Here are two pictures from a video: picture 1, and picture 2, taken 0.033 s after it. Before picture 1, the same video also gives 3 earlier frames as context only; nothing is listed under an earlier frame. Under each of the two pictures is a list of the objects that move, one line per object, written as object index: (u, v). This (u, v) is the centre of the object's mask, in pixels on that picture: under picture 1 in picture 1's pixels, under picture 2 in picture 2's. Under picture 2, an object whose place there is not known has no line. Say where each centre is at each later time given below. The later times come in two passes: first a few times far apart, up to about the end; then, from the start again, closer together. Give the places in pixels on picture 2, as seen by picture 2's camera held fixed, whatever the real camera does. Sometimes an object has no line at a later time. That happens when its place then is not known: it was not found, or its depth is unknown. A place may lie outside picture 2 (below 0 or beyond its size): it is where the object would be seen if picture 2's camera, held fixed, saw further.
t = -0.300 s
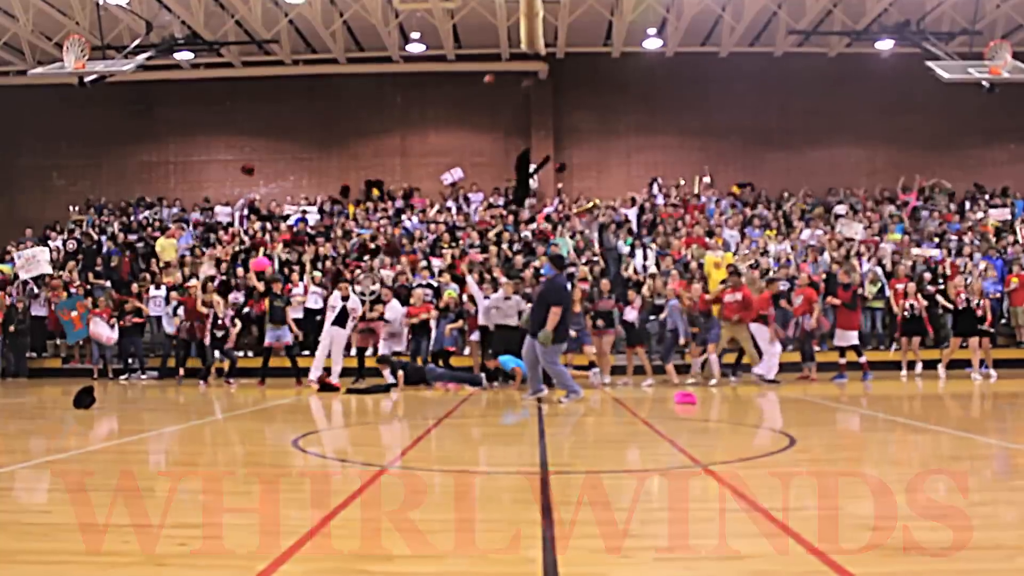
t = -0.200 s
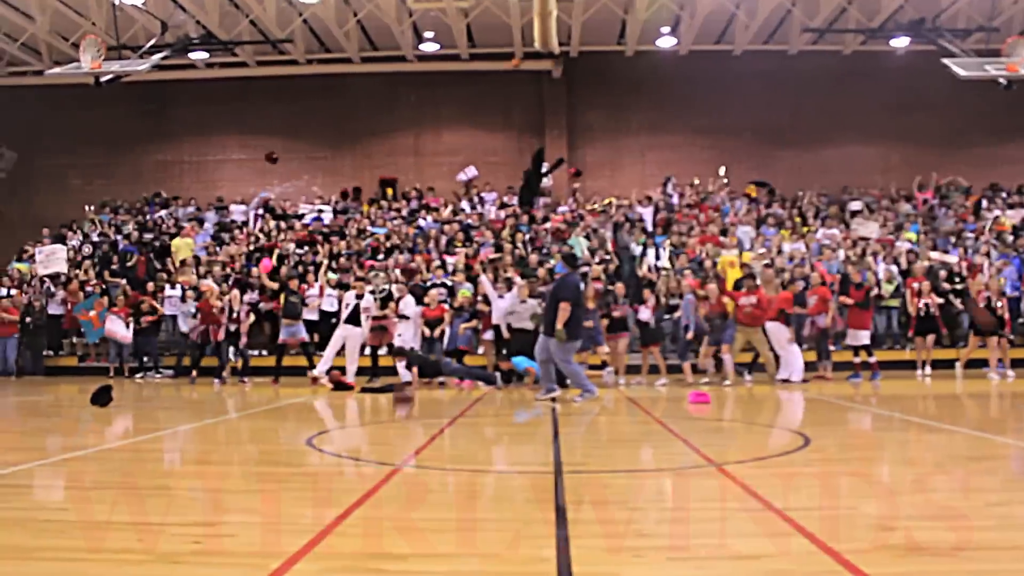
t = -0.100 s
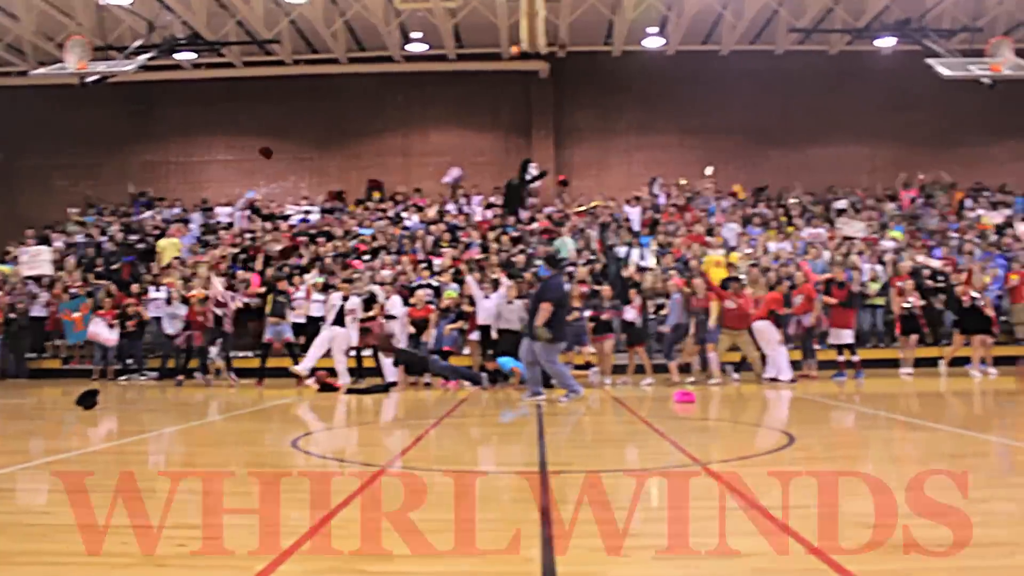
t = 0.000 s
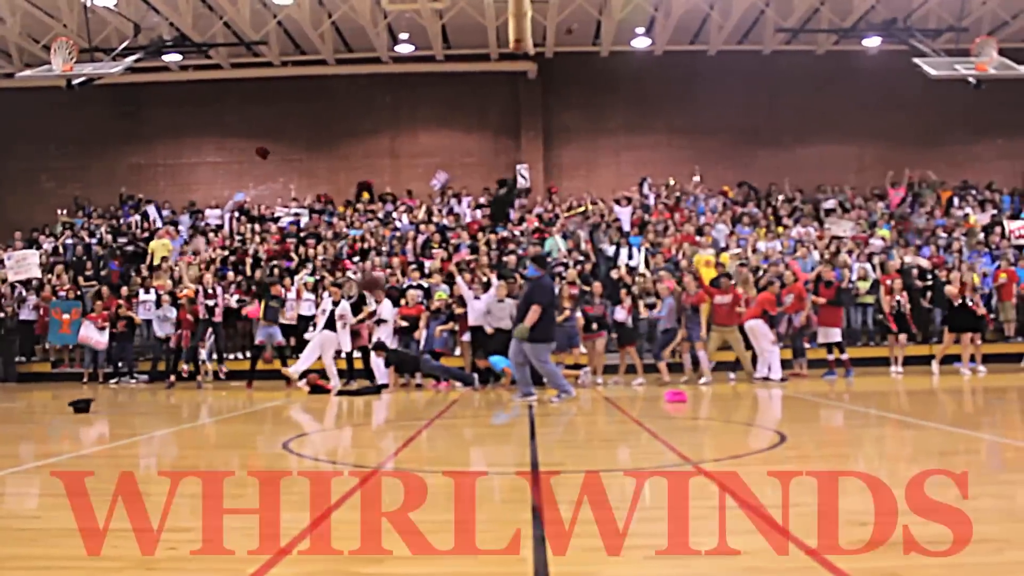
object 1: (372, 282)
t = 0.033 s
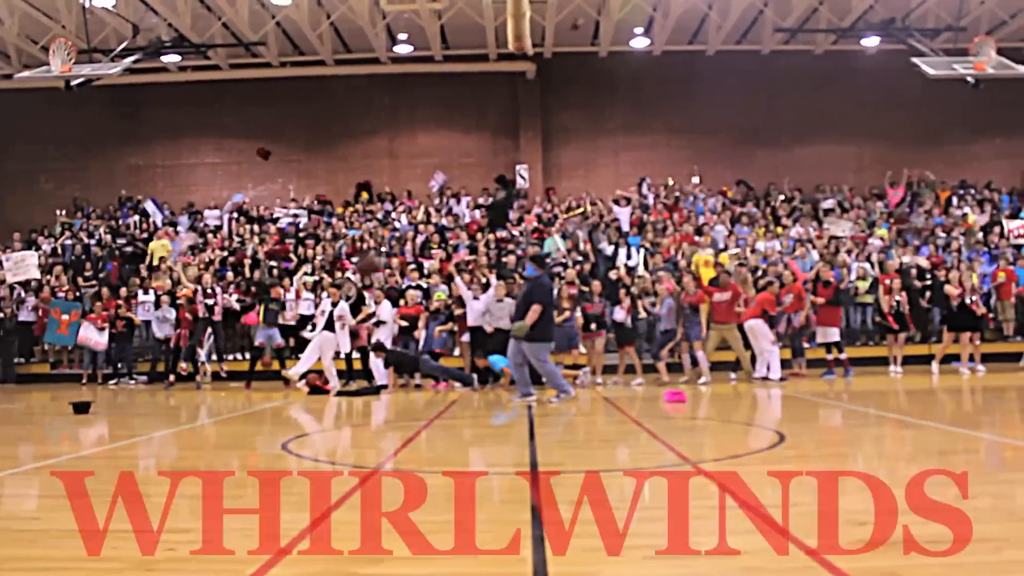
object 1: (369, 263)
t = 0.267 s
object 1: (356, 175)
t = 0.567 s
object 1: (342, 137)
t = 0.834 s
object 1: (320, 217)
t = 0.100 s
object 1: (364, 235)
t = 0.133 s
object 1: (361, 219)
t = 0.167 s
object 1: (361, 207)
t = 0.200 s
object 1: (359, 194)
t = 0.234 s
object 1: (357, 185)
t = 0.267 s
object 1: (356, 175)
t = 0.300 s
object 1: (356, 164)
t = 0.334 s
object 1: (355, 156)
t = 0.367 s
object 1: (353, 149)
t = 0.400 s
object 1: (351, 144)
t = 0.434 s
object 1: (350, 140)
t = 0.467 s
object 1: (348, 137)
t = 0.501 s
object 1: (345, 136)
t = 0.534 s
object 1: (343, 136)
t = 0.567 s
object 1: (342, 137)
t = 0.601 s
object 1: (339, 140)
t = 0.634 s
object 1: (337, 145)
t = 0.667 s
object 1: (334, 152)
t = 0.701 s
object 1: (332, 161)
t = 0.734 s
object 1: (329, 171)
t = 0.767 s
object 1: (323, 185)
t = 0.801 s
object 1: (319, 204)
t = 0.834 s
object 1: (320, 217)
